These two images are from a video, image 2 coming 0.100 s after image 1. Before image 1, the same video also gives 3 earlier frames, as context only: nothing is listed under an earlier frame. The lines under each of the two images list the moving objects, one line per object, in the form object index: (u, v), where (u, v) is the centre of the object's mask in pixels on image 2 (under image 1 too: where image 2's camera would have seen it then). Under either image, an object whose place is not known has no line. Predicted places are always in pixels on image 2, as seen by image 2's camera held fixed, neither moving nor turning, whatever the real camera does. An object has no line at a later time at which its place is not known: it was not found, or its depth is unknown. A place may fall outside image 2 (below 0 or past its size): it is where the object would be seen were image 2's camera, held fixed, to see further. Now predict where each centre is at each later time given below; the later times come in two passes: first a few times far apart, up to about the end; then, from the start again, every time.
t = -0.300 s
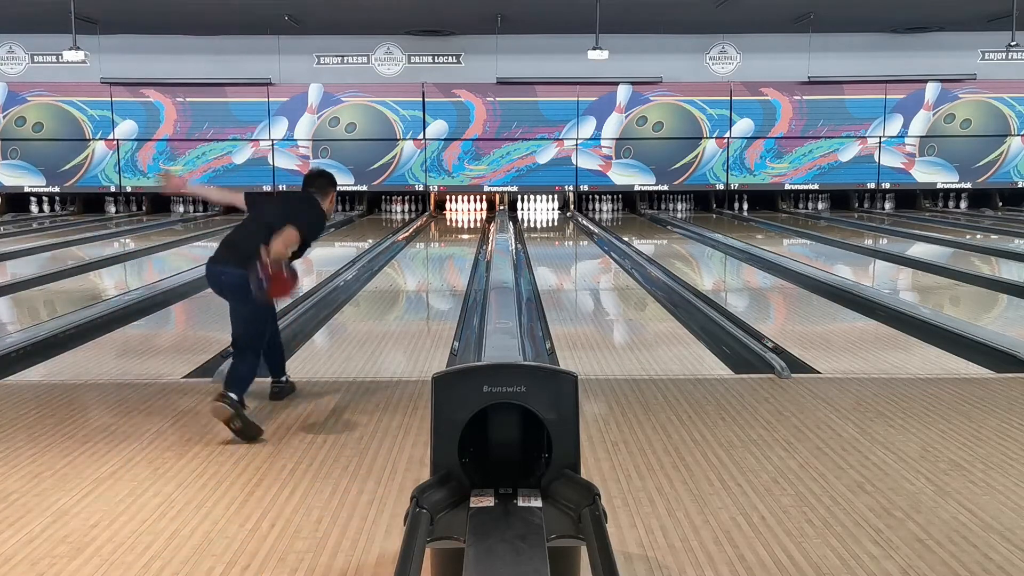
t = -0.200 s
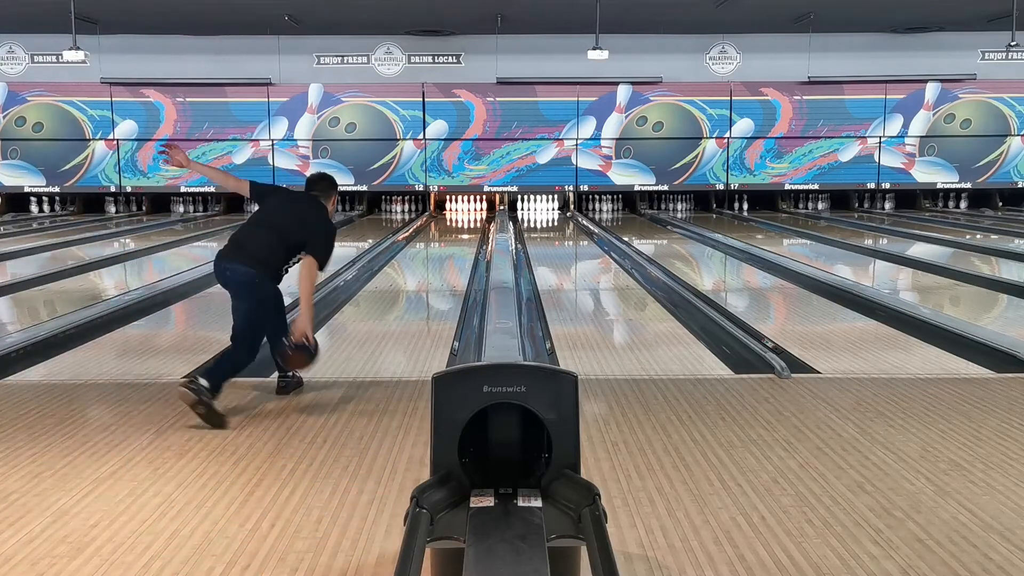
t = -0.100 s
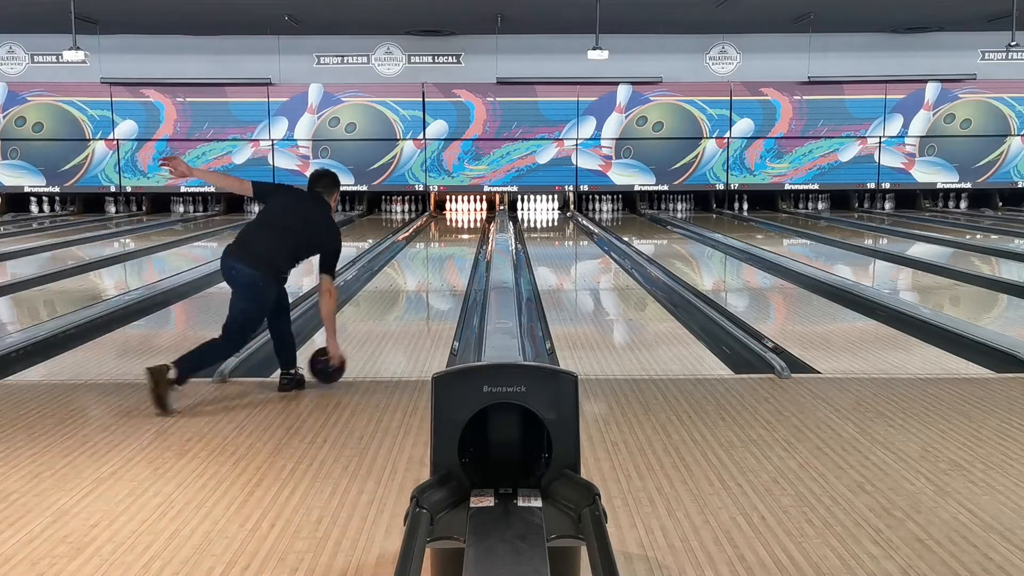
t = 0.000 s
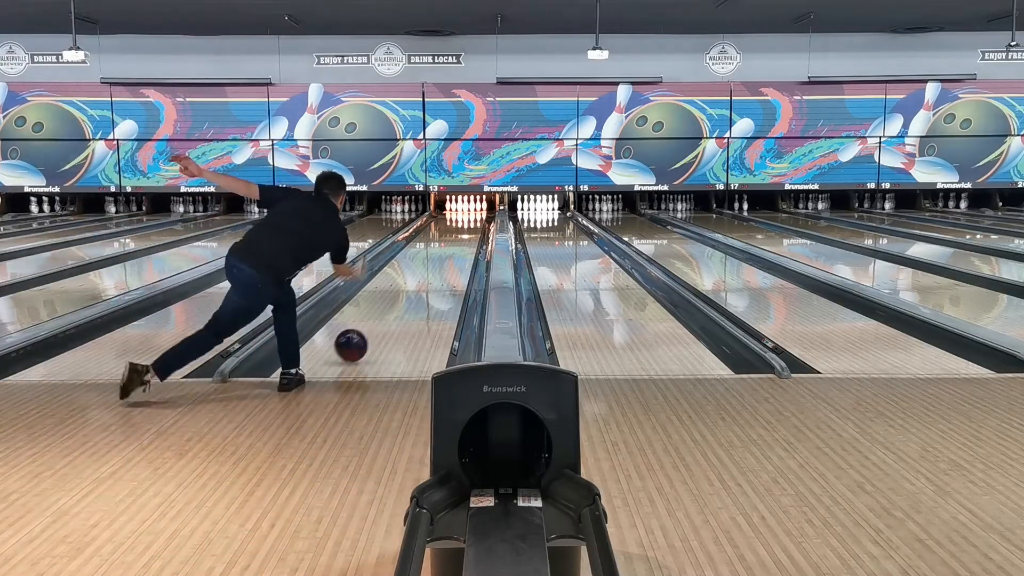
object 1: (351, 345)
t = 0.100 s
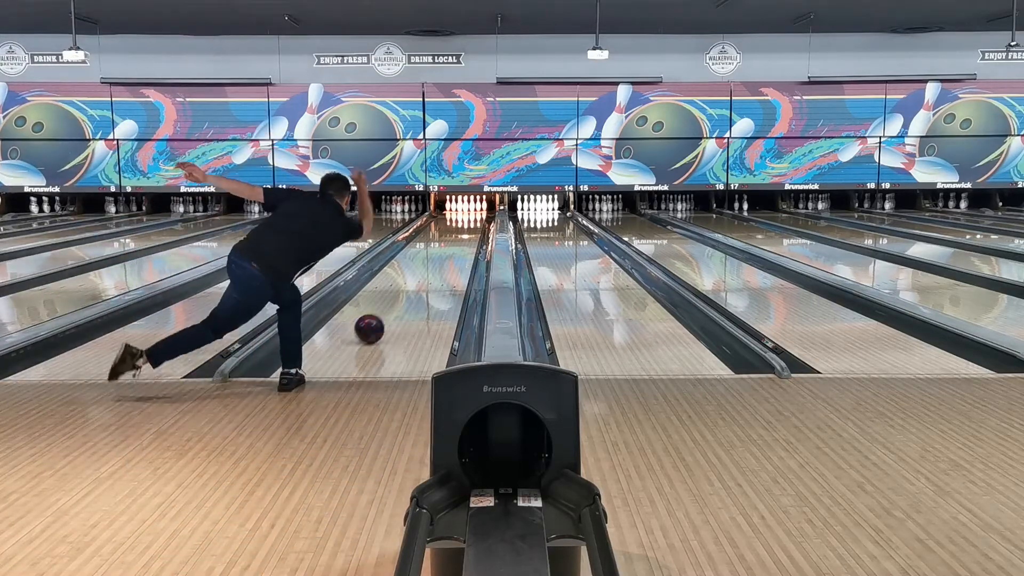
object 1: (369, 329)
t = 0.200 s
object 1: (384, 313)
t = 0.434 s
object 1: (410, 286)
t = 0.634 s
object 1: (426, 269)
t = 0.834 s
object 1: (437, 256)
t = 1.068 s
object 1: (447, 244)
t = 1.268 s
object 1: (454, 236)
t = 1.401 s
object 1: (458, 232)
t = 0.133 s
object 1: (375, 323)
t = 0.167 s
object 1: (380, 318)
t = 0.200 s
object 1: (384, 313)
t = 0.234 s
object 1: (389, 308)
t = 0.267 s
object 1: (393, 304)
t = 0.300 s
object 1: (397, 300)
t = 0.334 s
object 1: (400, 296)
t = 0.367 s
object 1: (404, 292)
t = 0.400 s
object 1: (407, 289)
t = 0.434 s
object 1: (410, 286)
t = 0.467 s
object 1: (413, 283)
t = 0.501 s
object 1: (416, 280)
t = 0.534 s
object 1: (418, 277)
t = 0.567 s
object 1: (421, 274)
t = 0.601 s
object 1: (423, 271)
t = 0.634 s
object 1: (426, 269)
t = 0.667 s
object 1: (428, 266)
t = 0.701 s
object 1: (430, 264)
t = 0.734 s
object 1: (432, 262)
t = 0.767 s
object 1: (434, 260)
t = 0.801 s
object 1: (435, 258)
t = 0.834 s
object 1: (437, 256)
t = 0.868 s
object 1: (439, 254)
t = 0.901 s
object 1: (440, 252)
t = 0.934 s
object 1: (442, 250)
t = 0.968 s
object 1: (443, 249)
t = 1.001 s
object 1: (445, 247)
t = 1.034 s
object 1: (446, 246)
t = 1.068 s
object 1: (447, 244)
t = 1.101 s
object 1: (449, 243)
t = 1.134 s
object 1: (450, 241)
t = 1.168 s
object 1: (451, 240)
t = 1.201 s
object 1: (452, 239)
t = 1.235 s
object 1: (453, 237)
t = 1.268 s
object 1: (454, 236)
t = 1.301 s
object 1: (455, 235)
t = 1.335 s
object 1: (456, 234)
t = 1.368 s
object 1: (457, 233)
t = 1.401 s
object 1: (458, 232)
